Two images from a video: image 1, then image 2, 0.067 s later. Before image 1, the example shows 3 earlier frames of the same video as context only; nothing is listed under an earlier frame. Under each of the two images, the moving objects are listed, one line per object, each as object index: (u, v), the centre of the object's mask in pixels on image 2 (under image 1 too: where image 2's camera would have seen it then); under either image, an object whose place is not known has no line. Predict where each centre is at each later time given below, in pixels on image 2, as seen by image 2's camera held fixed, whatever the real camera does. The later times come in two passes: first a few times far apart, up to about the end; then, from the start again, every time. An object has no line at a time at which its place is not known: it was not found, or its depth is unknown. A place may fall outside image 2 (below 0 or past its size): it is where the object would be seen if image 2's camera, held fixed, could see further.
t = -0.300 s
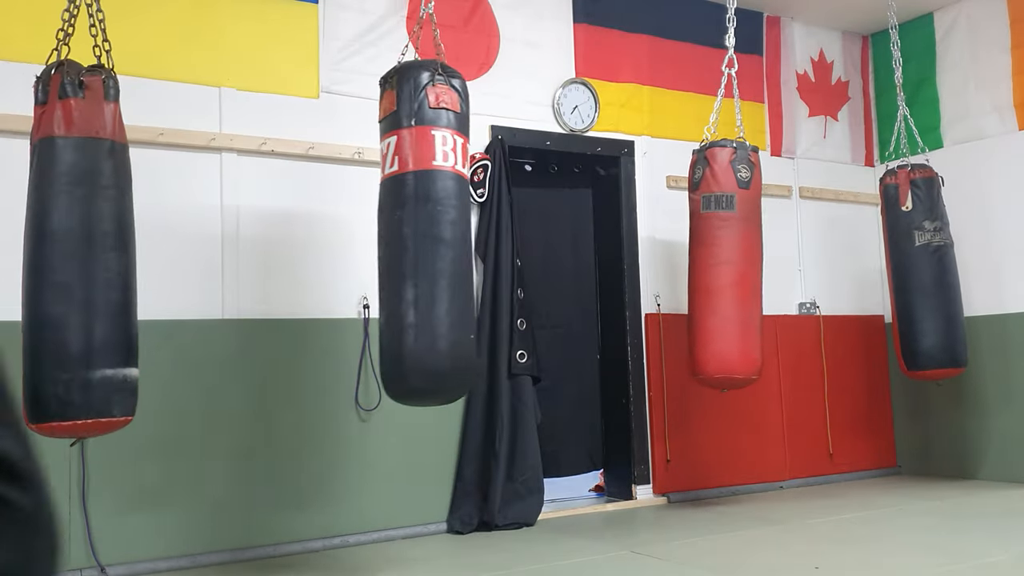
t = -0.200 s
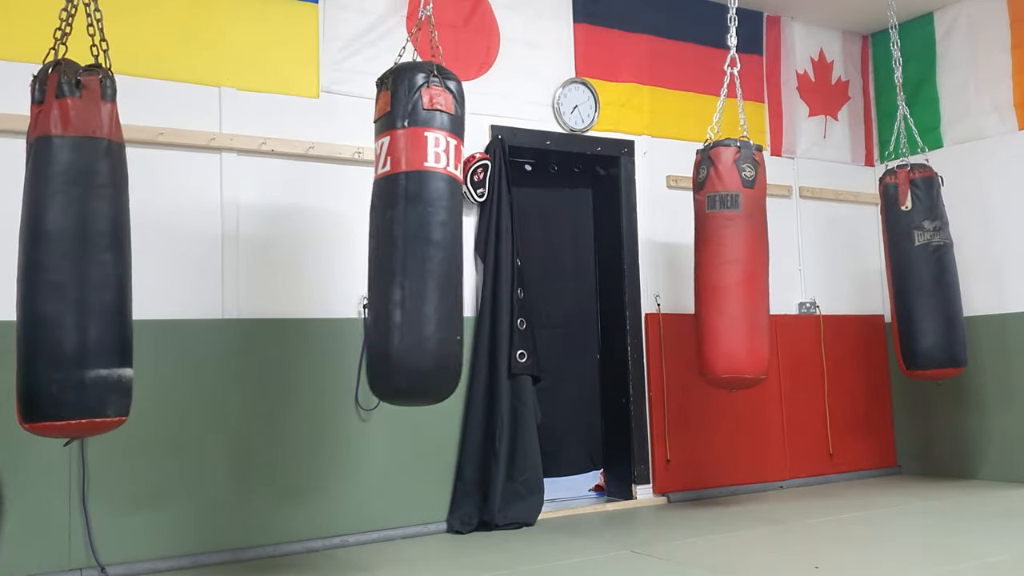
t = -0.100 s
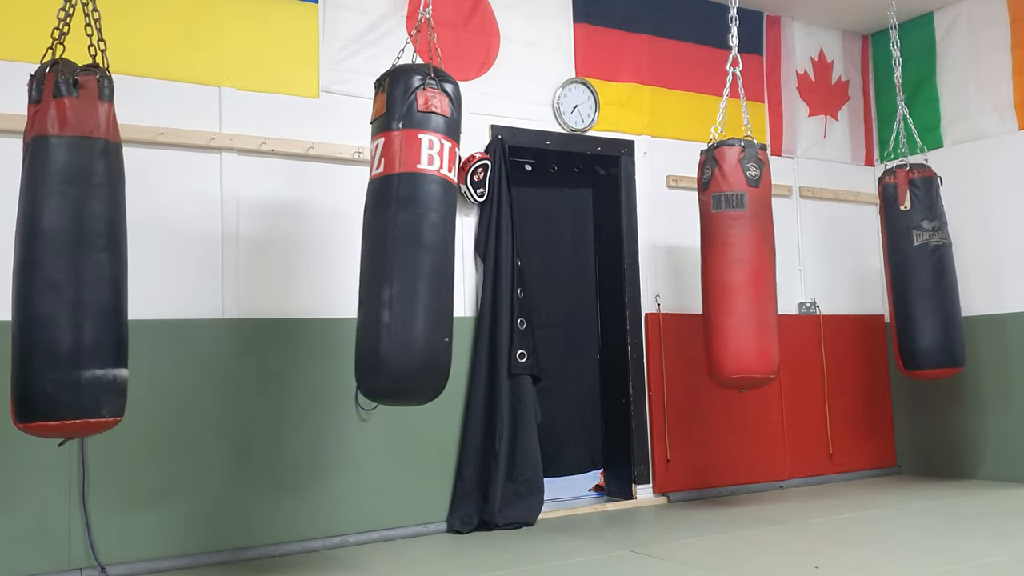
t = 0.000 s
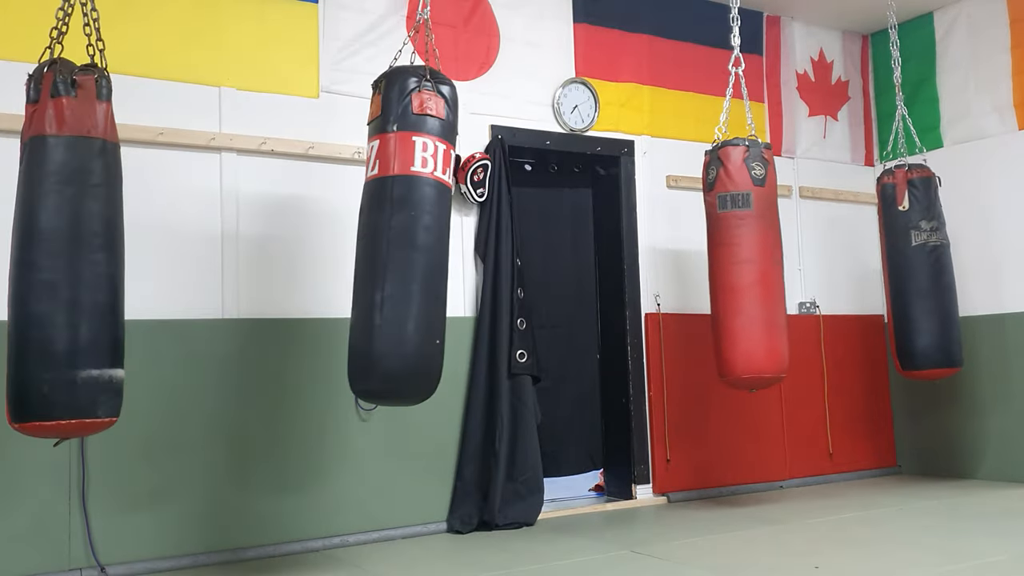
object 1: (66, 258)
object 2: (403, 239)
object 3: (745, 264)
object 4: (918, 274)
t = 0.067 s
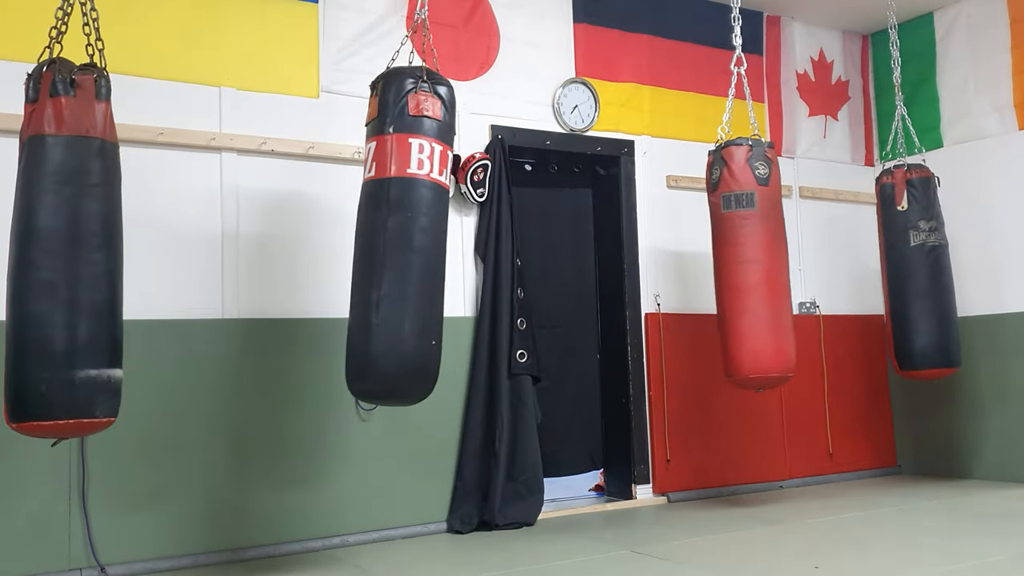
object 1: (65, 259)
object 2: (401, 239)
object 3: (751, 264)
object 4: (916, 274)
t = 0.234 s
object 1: (65, 259)
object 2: (401, 241)
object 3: (764, 263)
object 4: (913, 273)
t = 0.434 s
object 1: (66, 259)
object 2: (408, 243)
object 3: (775, 262)
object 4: (906, 273)
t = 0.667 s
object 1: (71, 259)
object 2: (422, 243)
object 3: (780, 262)
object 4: (899, 274)
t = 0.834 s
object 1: (77, 259)
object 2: (435, 243)
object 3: (777, 262)
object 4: (895, 273)
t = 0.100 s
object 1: (65, 259)
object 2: (401, 239)
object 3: (753, 263)
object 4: (916, 273)
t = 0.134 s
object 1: (65, 259)
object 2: (400, 239)
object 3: (756, 263)
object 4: (915, 274)
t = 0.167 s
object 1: (65, 259)
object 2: (400, 240)
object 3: (759, 263)
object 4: (914, 274)
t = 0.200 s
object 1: (65, 259)
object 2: (400, 240)
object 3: (761, 263)
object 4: (914, 273)
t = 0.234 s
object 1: (65, 259)
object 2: (401, 241)
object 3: (764, 263)
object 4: (913, 273)
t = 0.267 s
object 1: (65, 259)
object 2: (401, 241)
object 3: (766, 263)
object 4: (912, 273)
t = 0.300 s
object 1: (65, 259)
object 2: (402, 241)
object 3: (768, 263)
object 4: (911, 273)
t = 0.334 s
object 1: (65, 259)
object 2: (404, 242)
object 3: (770, 263)
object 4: (910, 273)
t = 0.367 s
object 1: (65, 259)
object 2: (405, 242)
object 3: (772, 263)
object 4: (908, 273)
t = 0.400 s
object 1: (66, 259)
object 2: (407, 243)
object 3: (774, 263)
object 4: (907, 273)
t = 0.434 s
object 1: (66, 259)
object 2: (408, 243)
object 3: (775, 262)
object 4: (906, 273)
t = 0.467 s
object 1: (67, 259)
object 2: (410, 243)
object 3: (776, 262)
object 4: (905, 273)
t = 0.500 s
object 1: (67, 259)
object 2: (411, 243)
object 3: (777, 262)
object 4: (904, 273)
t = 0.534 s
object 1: (68, 259)
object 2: (413, 243)
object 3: (778, 262)
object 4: (903, 273)
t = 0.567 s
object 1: (69, 259)
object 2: (416, 243)
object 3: (779, 262)
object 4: (902, 273)
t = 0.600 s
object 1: (70, 259)
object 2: (418, 243)
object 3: (780, 262)
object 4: (901, 273)
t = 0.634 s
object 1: (70, 259)
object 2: (420, 243)
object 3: (780, 262)
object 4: (900, 273)
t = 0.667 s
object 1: (71, 259)
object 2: (422, 243)
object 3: (780, 262)
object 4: (899, 274)
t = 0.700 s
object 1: (72, 259)
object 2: (424, 243)
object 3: (779, 262)
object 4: (898, 274)
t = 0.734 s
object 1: (73, 259)
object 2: (427, 243)
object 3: (779, 262)
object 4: (897, 274)
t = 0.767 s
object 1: (75, 259)
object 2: (429, 242)
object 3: (779, 262)
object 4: (896, 274)
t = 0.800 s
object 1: (76, 259)
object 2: (433, 244)
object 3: (778, 262)
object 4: (895, 273)
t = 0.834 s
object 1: (77, 259)
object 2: (435, 243)
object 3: (777, 262)
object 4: (895, 273)
